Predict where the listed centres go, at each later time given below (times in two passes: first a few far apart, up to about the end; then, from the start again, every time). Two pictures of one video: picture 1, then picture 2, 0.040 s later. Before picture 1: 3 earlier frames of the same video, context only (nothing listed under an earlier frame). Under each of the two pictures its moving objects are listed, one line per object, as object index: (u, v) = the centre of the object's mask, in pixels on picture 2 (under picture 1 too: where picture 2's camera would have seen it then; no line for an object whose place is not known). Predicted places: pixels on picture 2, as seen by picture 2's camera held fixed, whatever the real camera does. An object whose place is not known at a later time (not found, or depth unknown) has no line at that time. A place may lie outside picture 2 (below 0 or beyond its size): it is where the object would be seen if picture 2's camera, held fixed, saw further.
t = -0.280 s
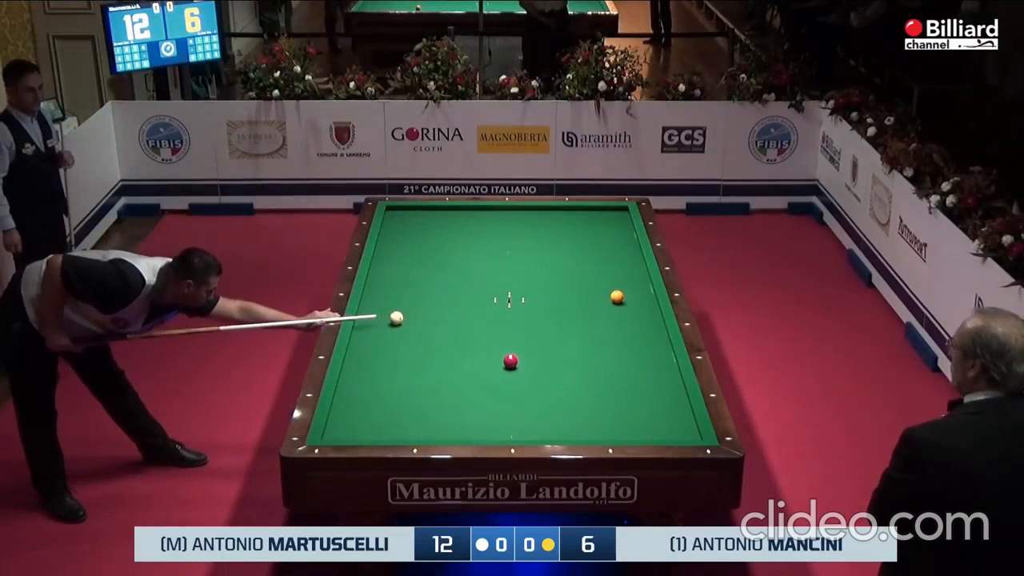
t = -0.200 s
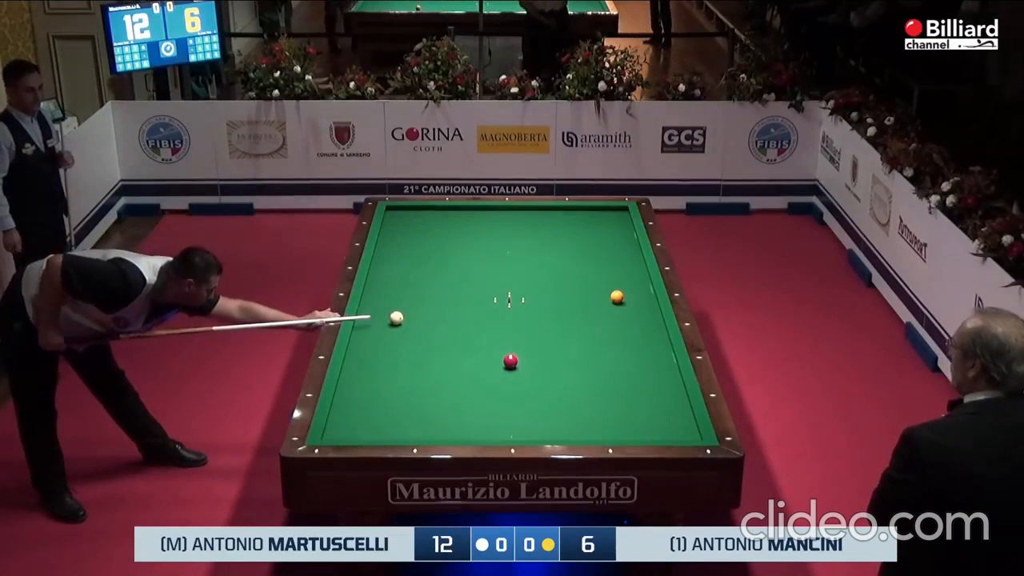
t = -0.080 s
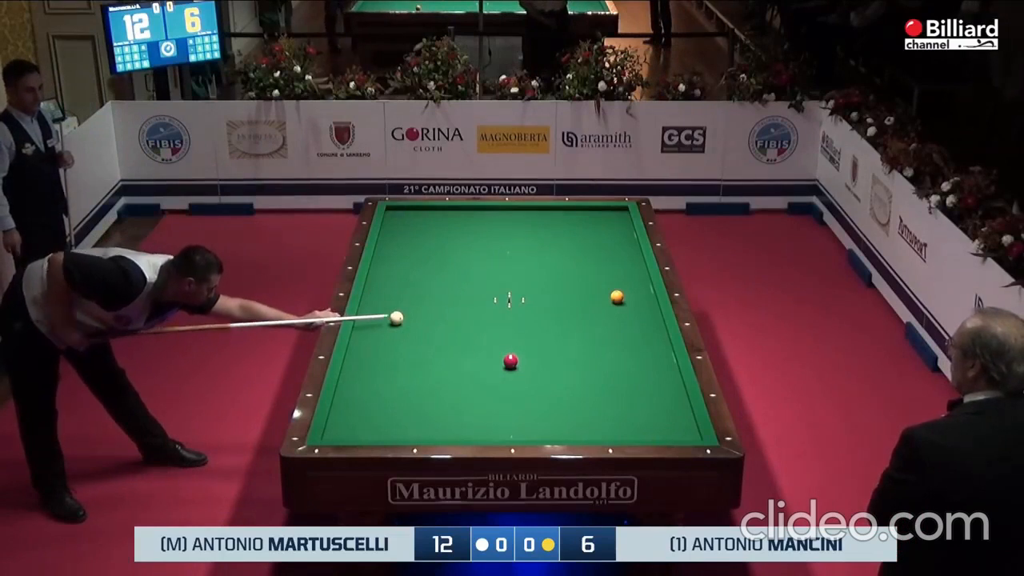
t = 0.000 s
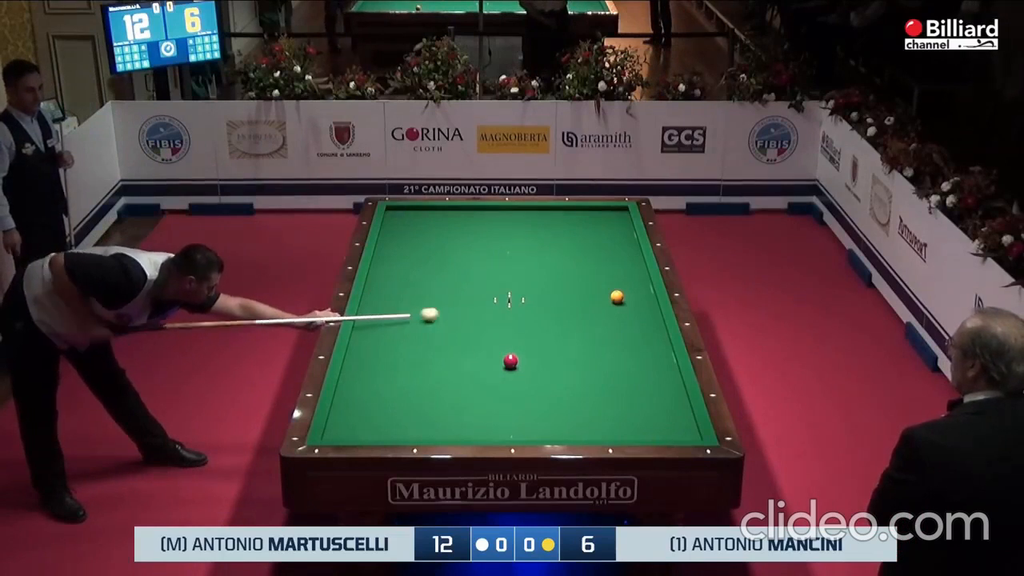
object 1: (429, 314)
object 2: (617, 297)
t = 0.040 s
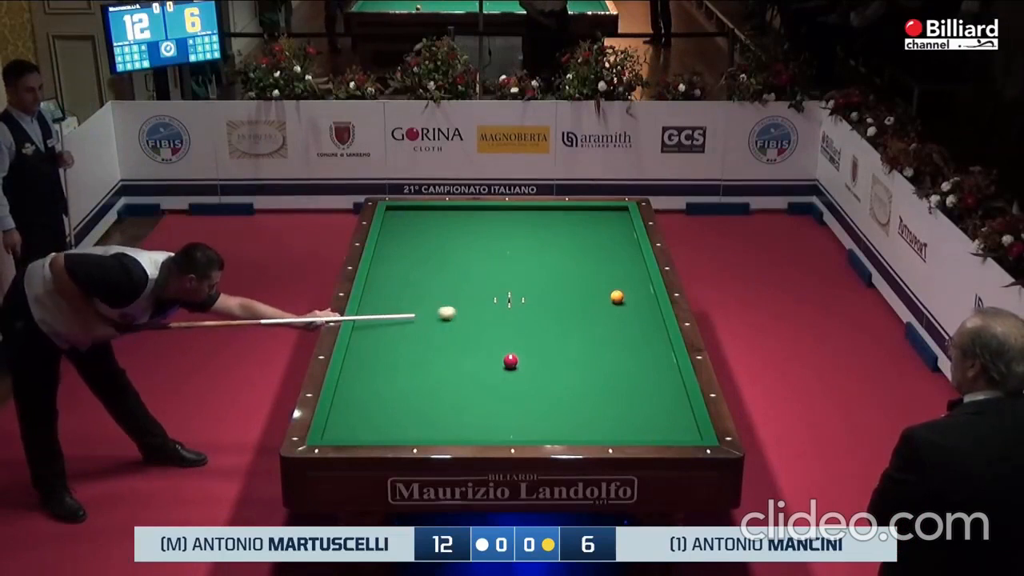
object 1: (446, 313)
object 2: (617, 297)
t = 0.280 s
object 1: (541, 303)
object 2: (617, 297)
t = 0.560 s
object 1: (606, 291)
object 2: (649, 298)
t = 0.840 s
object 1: (626, 279)
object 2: (588, 299)
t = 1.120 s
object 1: (637, 268)
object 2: (534, 300)
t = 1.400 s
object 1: (618, 257)
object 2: (480, 301)
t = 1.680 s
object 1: (602, 247)
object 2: (427, 302)
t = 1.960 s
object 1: (586, 237)
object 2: (375, 303)
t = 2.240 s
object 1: (571, 228)
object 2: (393, 304)
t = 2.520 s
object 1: (558, 220)
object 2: (422, 304)
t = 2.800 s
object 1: (544, 211)
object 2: (451, 305)
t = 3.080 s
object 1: (531, 210)
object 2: (479, 305)
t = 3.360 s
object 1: (517, 214)
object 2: (507, 305)
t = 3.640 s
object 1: (503, 218)
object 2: (534, 306)
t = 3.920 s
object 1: (490, 222)
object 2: (560, 306)
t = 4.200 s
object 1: (476, 226)
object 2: (585, 307)
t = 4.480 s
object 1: (463, 230)
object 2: (609, 307)
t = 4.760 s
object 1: (450, 235)
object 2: (633, 308)
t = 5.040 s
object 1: (437, 238)
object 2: (653, 308)
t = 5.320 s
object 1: (425, 242)
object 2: (640, 309)
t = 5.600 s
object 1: (413, 246)
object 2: (628, 309)
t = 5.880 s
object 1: (401, 249)
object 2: (616, 309)
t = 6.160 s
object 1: (389, 253)
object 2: (606, 310)
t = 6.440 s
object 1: (378, 256)
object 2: (595, 310)
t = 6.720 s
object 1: (382, 259)
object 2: (586, 310)
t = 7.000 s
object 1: (386, 261)
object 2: (577, 310)
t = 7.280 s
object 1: (391, 263)
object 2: (569, 311)
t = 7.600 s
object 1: (395, 265)
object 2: (561, 311)
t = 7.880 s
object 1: (398, 267)
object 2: (555, 311)
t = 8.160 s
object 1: (401, 269)
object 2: (549, 311)
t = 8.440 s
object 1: (404, 270)
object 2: (544, 312)
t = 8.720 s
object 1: (406, 271)
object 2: (539, 312)
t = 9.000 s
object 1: (407, 272)
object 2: (535, 312)
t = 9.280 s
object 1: (409, 273)
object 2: (532, 312)
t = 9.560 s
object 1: (409, 274)
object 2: (529, 312)
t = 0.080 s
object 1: (463, 311)
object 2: (617, 297)
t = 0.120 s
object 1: (479, 309)
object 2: (617, 297)
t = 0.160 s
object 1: (494, 307)
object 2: (617, 297)
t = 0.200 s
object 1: (510, 306)
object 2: (617, 297)
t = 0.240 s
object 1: (526, 304)
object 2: (617, 297)
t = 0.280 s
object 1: (541, 303)
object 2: (617, 297)
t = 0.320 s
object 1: (556, 301)
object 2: (617, 297)
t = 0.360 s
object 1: (571, 300)
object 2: (617, 297)
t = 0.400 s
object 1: (586, 298)
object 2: (617, 297)
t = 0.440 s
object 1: (601, 296)
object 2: (617, 297)
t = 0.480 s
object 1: (604, 295)
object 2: (628, 297)
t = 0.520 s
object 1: (605, 293)
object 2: (642, 298)
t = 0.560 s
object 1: (606, 291)
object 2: (649, 298)
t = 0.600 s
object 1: (608, 290)
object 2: (639, 298)
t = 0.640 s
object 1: (610, 288)
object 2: (629, 298)
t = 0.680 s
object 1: (612, 286)
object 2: (620, 298)
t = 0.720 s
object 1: (616, 284)
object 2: (612, 298)
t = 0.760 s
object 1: (619, 283)
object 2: (603, 299)
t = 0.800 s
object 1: (623, 281)
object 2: (595, 299)
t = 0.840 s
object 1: (626, 279)
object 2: (588, 299)
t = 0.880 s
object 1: (630, 278)
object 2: (580, 299)
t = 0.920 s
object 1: (633, 276)
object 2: (572, 299)
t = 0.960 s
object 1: (636, 275)
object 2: (564, 299)
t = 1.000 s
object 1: (640, 273)
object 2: (557, 300)
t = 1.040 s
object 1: (643, 272)
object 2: (549, 300)
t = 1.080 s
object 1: (639, 270)
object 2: (541, 300)
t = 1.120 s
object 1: (637, 268)
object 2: (534, 300)
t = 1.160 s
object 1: (634, 267)
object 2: (526, 300)
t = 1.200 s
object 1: (631, 265)
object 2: (519, 300)
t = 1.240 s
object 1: (629, 263)
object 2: (511, 300)
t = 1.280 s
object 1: (626, 262)
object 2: (503, 301)
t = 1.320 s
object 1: (623, 260)
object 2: (495, 301)
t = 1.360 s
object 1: (621, 259)
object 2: (487, 301)
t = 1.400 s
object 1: (618, 257)
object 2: (480, 301)
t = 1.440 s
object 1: (616, 256)
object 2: (472, 301)
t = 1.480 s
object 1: (614, 254)
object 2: (465, 301)
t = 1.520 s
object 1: (611, 253)
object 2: (457, 302)
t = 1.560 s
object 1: (609, 251)
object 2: (450, 302)
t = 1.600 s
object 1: (606, 250)
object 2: (442, 302)
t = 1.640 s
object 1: (604, 248)
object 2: (434, 302)
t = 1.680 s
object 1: (602, 247)
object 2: (427, 302)
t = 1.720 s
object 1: (600, 245)
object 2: (419, 302)
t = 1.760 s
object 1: (597, 244)
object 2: (412, 303)
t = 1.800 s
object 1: (595, 243)
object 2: (405, 303)
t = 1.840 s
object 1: (593, 241)
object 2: (397, 303)
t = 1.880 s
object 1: (590, 240)
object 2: (389, 303)
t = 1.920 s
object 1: (589, 238)
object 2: (382, 303)
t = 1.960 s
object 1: (586, 237)
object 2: (375, 303)
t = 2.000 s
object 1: (584, 236)
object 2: (367, 303)
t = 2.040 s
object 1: (582, 235)
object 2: (368, 304)
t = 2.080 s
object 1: (580, 233)
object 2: (374, 304)
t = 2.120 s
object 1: (578, 232)
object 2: (379, 304)
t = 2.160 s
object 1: (576, 231)
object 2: (384, 304)
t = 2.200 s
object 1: (574, 229)
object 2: (388, 304)
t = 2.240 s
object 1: (571, 228)
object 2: (393, 304)
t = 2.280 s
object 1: (570, 227)
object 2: (397, 304)
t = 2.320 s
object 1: (567, 226)
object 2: (401, 304)
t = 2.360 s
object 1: (565, 225)
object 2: (405, 304)
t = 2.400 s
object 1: (564, 223)
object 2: (410, 304)
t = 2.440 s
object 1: (561, 222)
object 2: (414, 304)
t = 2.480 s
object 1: (560, 221)
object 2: (418, 304)
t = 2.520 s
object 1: (558, 220)
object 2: (422, 304)
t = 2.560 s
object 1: (556, 218)
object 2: (427, 304)
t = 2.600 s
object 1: (554, 217)
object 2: (430, 304)
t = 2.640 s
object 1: (552, 216)
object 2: (435, 305)
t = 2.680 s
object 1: (550, 215)
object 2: (439, 305)
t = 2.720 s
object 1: (548, 214)
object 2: (443, 305)
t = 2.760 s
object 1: (546, 213)
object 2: (447, 305)
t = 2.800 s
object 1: (544, 211)
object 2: (451, 305)
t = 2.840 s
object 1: (543, 211)
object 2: (455, 305)
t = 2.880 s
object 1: (541, 209)
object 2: (459, 305)
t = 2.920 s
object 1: (539, 208)
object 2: (464, 305)
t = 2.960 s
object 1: (537, 208)
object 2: (467, 305)
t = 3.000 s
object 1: (535, 208)
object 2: (471, 305)
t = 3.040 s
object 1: (533, 209)
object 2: (475, 305)
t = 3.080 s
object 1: (531, 210)
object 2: (479, 305)
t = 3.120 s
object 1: (529, 210)
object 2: (483, 305)
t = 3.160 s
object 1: (527, 211)
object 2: (487, 305)
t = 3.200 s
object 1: (525, 211)
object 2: (491, 305)
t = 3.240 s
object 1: (523, 212)
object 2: (495, 305)
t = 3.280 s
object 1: (521, 213)
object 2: (499, 305)
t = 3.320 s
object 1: (519, 213)
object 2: (503, 306)
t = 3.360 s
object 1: (517, 214)
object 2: (507, 305)
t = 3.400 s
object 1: (515, 214)
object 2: (511, 306)
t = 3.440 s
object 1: (513, 215)
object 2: (515, 306)
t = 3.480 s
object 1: (511, 216)
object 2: (518, 306)
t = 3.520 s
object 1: (509, 216)
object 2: (522, 306)
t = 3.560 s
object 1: (507, 217)
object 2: (526, 306)
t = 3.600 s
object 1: (505, 217)
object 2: (530, 306)
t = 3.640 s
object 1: (503, 218)
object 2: (534, 306)
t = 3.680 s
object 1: (501, 218)
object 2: (538, 306)
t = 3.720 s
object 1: (499, 219)
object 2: (541, 306)
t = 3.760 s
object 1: (498, 220)
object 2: (545, 306)
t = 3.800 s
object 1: (496, 220)
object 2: (549, 306)
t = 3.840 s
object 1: (493, 221)
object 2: (552, 306)
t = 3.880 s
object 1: (492, 222)
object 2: (556, 306)
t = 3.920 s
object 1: (490, 222)
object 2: (560, 306)
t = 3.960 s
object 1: (488, 223)
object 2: (563, 306)
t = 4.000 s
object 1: (486, 224)
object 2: (567, 306)
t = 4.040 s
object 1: (484, 224)
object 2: (570, 306)
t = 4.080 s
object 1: (482, 225)
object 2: (574, 306)
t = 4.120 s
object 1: (480, 225)
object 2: (578, 307)
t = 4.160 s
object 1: (478, 226)
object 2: (582, 307)
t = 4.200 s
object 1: (476, 226)
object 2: (585, 307)
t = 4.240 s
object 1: (475, 227)
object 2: (589, 307)
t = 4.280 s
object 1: (472, 228)
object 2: (592, 307)
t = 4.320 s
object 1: (471, 228)
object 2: (595, 307)
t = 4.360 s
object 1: (469, 229)
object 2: (599, 307)
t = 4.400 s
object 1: (467, 229)
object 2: (602, 307)
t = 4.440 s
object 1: (465, 230)
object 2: (606, 307)
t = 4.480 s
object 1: (463, 230)
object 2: (609, 307)
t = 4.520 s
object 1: (461, 231)
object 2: (612, 307)
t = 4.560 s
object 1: (459, 232)
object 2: (616, 307)
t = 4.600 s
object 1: (457, 232)
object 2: (619, 308)
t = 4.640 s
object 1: (455, 233)
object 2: (623, 308)
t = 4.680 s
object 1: (454, 233)
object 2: (626, 308)
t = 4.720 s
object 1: (452, 234)
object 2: (630, 308)
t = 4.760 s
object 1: (450, 235)
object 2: (633, 308)
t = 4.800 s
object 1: (448, 235)
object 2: (636, 308)
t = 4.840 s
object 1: (446, 235)
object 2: (639, 308)
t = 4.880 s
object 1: (444, 236)
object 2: (643, 308)
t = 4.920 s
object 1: (443, 237)
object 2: (646, 308)
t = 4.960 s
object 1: (441, 237)
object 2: (649, 308)
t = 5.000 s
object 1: (439, 238)
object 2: (652, 309)
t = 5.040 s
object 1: (437, 238)
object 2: (653, 308)
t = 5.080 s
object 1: (435, 239)
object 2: (651, 309)
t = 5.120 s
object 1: (434, 239)
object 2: (649, 309)
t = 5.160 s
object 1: (432, 240)
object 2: (647, 309)
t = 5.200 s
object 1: (430, 241)
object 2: (645, 309)
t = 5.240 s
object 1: (428, 241)
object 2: (644, 309)
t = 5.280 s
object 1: (427, 242)
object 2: (642, 309)
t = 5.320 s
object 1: (425, 242)
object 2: (640, 309)
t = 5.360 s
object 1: (423, 243)
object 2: (638, 309)
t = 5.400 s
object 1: (421, 243)
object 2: (636, 309)
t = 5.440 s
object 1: (420, 244)
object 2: (635, 309)
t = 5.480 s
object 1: (418, 244)
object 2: (633, 309)
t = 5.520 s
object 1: (416, 245)
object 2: (631, 309)
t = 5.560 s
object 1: (414, 245)
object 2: (630, 309)
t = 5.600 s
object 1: (413, 246)
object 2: (628, 309)
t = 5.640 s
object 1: (411, 246)
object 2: (626, 309)
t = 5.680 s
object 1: (409, 247)
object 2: (625, 309)
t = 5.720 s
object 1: (408, 247)
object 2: (623, 309)
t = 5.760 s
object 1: (406, 248)
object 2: (621, 309)
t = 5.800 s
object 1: (404, 248)
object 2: (620, 309)
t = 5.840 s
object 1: (402, 249)
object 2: (618, 309)
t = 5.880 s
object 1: (401, 249)
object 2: (616, 309)
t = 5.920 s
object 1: (399, 250)
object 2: (615, 309)
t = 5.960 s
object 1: (397, 250)
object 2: (613, 309)
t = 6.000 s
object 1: (396, 251)
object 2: (612, 309)
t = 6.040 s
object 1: (394, 252)
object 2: (610, 310)
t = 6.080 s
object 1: (392, 252)
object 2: (608, 310)
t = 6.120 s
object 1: (391, 252)
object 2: (607, 310)
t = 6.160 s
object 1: (389, 253)
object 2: (606, 310)
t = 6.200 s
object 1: (388, 253)
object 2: (604, 310)
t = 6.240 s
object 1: (386, 254)
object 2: (603, 310)
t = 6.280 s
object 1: (384, 254)
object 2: (601, 310)
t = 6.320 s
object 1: (383, 255)
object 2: (600, 310)
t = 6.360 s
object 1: (381, 255)
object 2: (598, 310)
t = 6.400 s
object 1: (380, 256)
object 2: (597, 310)
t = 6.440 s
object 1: (378, 256)
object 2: (595, 310)
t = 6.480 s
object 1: (378, 257)
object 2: (594, 310)
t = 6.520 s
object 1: (379, 257)
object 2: (593, 310)
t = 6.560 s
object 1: (379, 257)
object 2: (592, 310)
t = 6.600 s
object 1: (380, 258)
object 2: (590, 310)
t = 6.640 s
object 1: (381, 258)
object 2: (589, 310)
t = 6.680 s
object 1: (381, 258)
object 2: (588, 310)
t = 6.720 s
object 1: (382, 259)
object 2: (586, 310)
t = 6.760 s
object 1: (383, 259)
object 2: (585, 310)
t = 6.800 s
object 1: (383, 260)
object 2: (584, 310)
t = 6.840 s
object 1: (384, 260)
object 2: (582, 310)
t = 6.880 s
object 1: (385, 260)
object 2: (581, 310)
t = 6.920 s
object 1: (385, 261)
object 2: (580, 311)
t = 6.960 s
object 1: (386, 261)
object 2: (579, 310)
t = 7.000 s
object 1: (386, 261)
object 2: (577, 310)
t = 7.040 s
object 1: (387, 262)
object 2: (576, 310)
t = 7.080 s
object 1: (388, 262)
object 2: (575, 311)
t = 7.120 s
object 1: (388, 262)
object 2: (574, 311)
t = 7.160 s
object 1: (389, 263)
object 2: (573, 311)
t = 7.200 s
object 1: (389, 263)
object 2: (572, 311)
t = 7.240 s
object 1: (390, 263)
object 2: (570, 311)
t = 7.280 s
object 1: (391, 263)
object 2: (569, 311)
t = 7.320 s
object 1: (391, 264)
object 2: (568, 311)
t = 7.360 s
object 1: (392, 264)
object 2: (567, 311)
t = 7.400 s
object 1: (392, 264)
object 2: (566, 311)
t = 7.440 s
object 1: (393, 265)
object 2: (565, 311)
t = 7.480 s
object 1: (393, 265)
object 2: (564, 311)
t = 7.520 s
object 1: (394, 265)
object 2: (563, 311)
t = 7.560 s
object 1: (394, 265)
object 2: (562, 311)
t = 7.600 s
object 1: (395, 265)
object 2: (561, 311)
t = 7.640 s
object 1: (395, 266)
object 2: (560, 311)
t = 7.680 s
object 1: (396, 266)
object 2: (559, 311)
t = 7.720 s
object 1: (396, 266)
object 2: (559, 311)
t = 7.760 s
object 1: (397, 267)
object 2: (557, 311)
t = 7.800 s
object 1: (397, 267)
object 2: (556, 311)
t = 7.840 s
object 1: (398, 267)
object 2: (555, 311)
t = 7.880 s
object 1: (398, 267)
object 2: (555, 311)
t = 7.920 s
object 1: (398, 268)
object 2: (554, 311)
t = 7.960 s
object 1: (399, 268)
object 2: (553, 311)
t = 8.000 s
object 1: (399, 268)
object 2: (552, 311)
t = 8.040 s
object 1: (400, 268)
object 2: (551, 311)
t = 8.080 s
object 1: (400, 268)
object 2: (550, 311)
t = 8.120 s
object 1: (401, 269)
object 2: (550, 311)
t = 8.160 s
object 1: (401, 269)
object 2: (549, 311)
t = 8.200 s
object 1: (402, 269)
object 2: (548, 312)
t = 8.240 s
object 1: (402, 269)
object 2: (547, 312)
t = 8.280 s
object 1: (402, 269)
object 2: (547, 311)
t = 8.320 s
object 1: (403, 270)
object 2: (546, 311)
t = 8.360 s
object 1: (403, 270)
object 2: (545, 312)
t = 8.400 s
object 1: (403, 270)
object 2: (544, 312)
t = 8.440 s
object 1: (404, 270)
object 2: (544, 312)
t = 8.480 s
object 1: (404, 270)
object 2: (543, 312)
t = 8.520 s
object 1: (404, 270)
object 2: (542, 312)
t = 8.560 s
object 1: (405, 271)
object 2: (542, 312)
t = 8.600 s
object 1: (405, 271)
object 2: (541, 312)
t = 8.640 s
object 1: (405, 271)
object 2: (541, 312)
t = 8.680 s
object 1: (405, 271)
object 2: (540, 312)
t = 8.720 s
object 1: (406, 271)
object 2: (539, 312)
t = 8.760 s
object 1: (406, 271)
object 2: (538, 312)
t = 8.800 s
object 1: (406, 272)
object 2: (538, 312)
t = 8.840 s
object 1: (406, 272)
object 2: (537, 312)
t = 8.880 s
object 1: (407, 272)
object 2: (537, 312)
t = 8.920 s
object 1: (407, 272)
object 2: (536, 312)
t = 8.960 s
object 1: (407, 272)
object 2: (536, 312)
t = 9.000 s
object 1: (407, 272)
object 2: (535, 312)
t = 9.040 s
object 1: (407, 273)
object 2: (535, 312)
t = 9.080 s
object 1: (408, 273)
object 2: (534, 312)
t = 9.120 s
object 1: (408, 273)
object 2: (534, 312)
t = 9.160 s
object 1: (408, 273)
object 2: (533, 312)
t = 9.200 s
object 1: (408, 273)
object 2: (533, 312)
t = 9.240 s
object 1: (408, 273)
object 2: (532, 312)
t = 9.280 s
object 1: (409, 273)
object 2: (532, 312)
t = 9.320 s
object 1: (409, 273)
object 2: (532, 312)
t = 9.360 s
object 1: (409, 273)
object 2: (531, 312)
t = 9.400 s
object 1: (409, 273)
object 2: (531, 312)
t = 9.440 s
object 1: (409, 274)
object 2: (530, 312)
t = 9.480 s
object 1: (409, 274)
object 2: (530, 312)
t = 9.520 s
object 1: (409, 274)
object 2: (530, 312)
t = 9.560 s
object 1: (409, 274)
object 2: (529, 312)
